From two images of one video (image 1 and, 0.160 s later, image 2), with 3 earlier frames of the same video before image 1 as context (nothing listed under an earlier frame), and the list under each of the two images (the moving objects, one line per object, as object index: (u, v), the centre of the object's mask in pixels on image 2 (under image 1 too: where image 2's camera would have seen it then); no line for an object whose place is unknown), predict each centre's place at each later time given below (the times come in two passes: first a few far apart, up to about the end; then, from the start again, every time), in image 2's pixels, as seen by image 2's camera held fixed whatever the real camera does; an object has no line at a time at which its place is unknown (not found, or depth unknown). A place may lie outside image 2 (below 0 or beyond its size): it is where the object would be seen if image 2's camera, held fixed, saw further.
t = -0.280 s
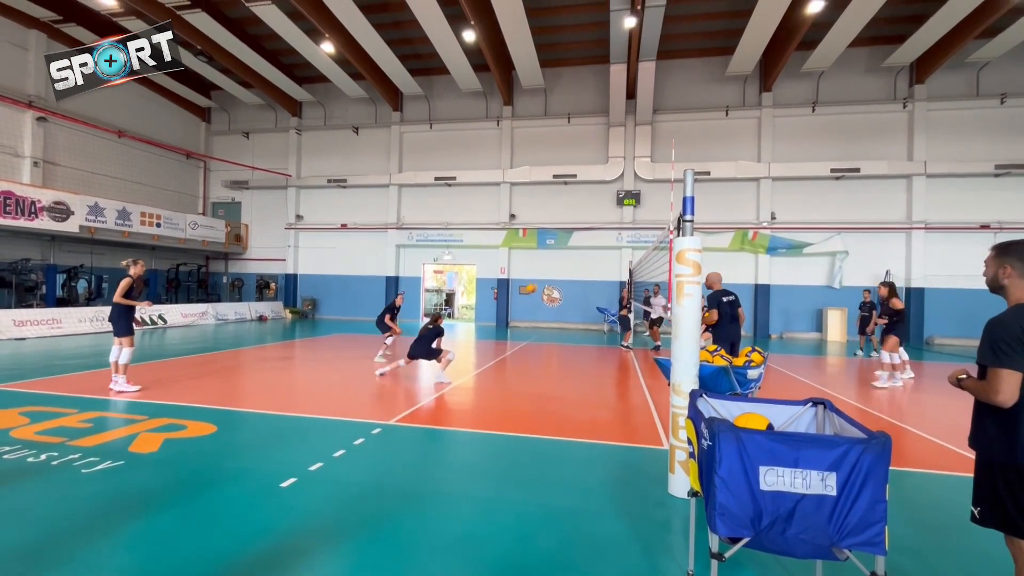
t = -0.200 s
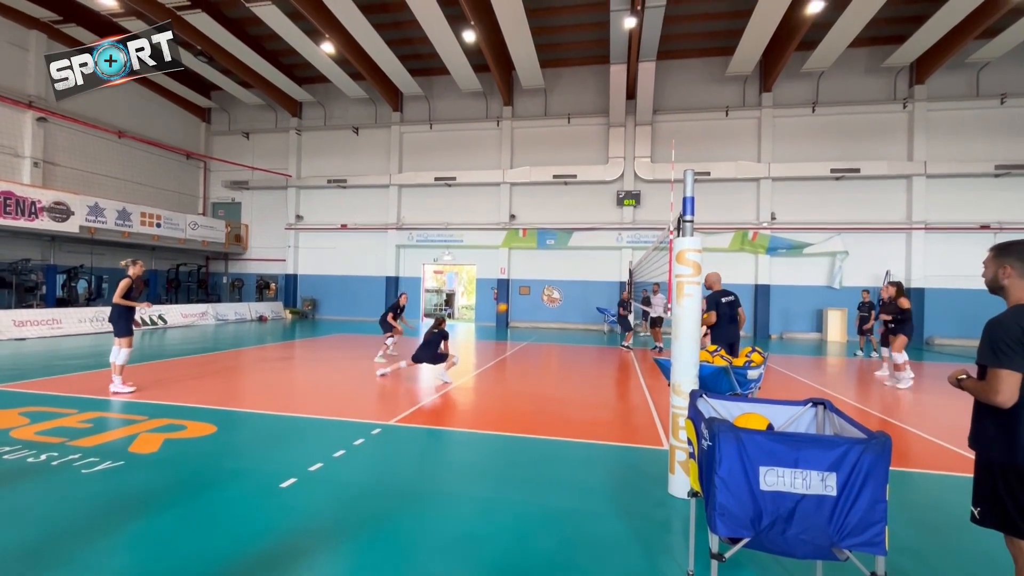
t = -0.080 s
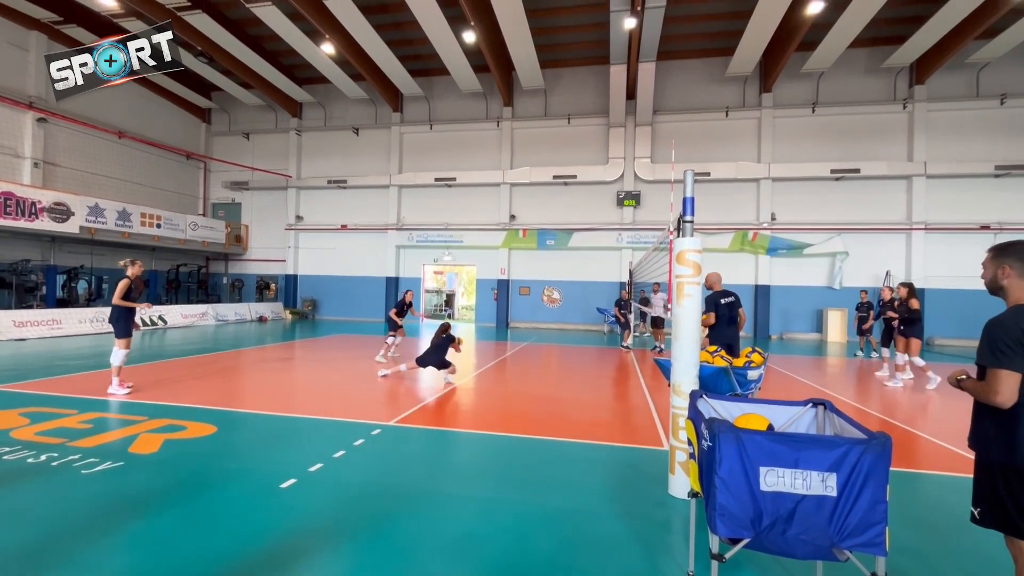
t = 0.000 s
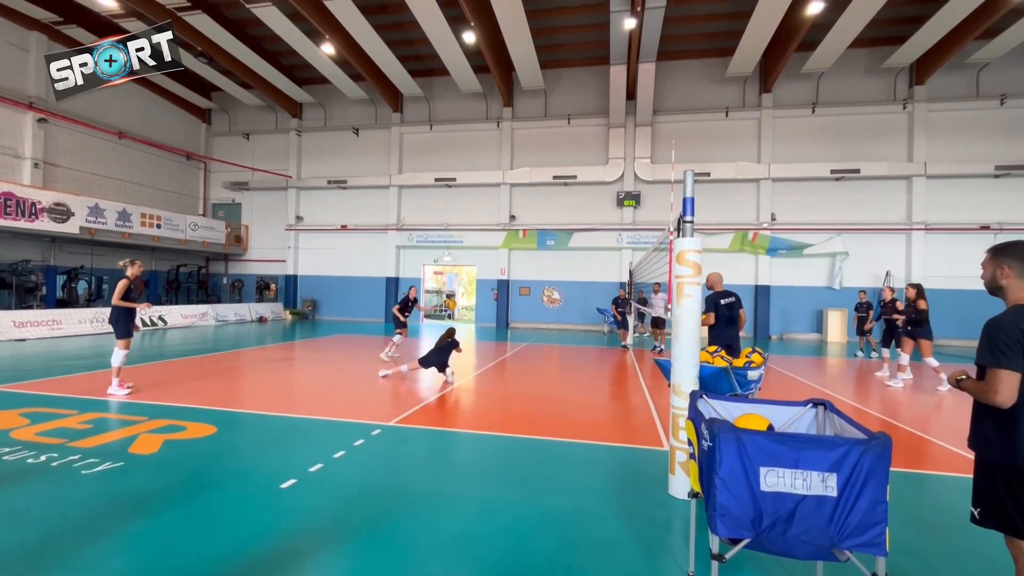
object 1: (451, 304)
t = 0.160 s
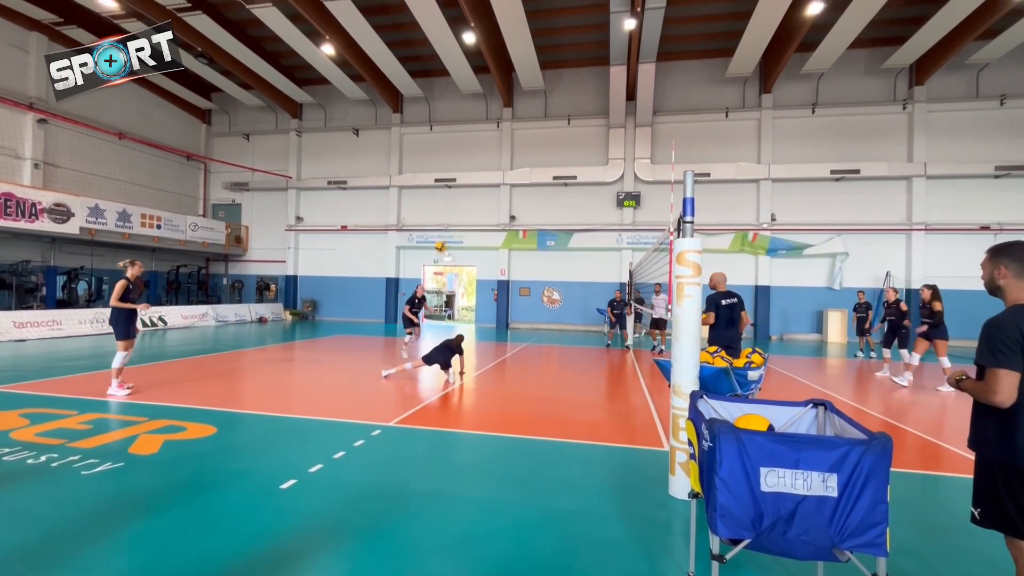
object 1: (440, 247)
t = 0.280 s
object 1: (431, 212)
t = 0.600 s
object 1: (405, 156)
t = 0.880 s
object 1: (383, 153)
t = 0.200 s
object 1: (437, 231)
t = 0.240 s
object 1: (434, 222)
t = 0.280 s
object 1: (431, 212)
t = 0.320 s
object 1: (428, 200)
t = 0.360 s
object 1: (424, 192)
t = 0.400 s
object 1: (420, 183)
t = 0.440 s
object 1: (418, 177)
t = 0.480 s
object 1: (415, 171)
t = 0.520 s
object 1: (411, 164)
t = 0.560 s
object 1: (409, 161)
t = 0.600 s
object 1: (405, 156)
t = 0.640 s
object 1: (402, 154)
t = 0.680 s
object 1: (399, 152)
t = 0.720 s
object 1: (395, 151)
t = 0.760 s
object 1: (393, 150)
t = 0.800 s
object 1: (389, 150)
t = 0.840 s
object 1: (385, 151)
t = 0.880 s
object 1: (383, 153)
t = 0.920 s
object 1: (379, 156)
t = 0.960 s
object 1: (376, 159)
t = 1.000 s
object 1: (372, 164)
